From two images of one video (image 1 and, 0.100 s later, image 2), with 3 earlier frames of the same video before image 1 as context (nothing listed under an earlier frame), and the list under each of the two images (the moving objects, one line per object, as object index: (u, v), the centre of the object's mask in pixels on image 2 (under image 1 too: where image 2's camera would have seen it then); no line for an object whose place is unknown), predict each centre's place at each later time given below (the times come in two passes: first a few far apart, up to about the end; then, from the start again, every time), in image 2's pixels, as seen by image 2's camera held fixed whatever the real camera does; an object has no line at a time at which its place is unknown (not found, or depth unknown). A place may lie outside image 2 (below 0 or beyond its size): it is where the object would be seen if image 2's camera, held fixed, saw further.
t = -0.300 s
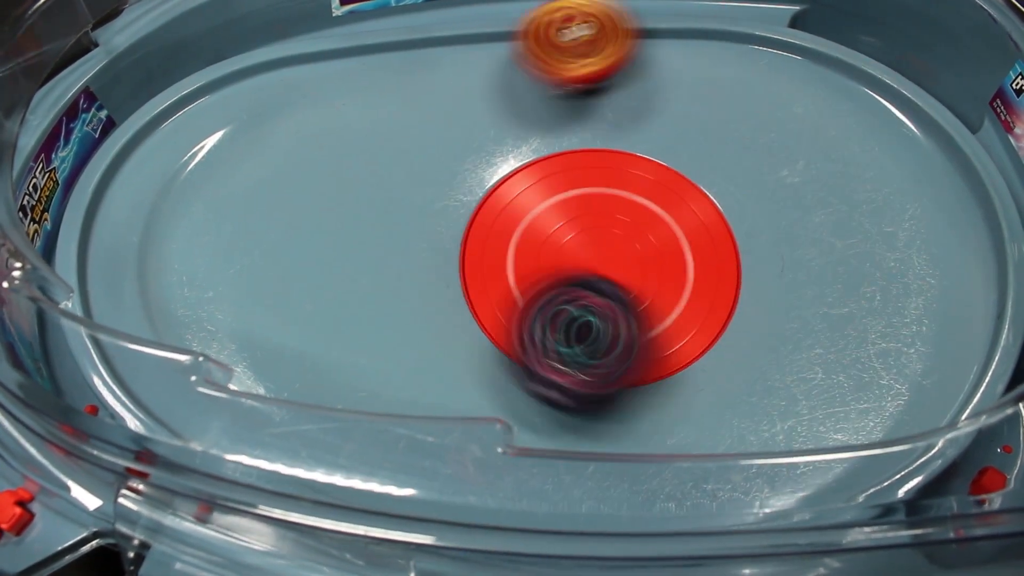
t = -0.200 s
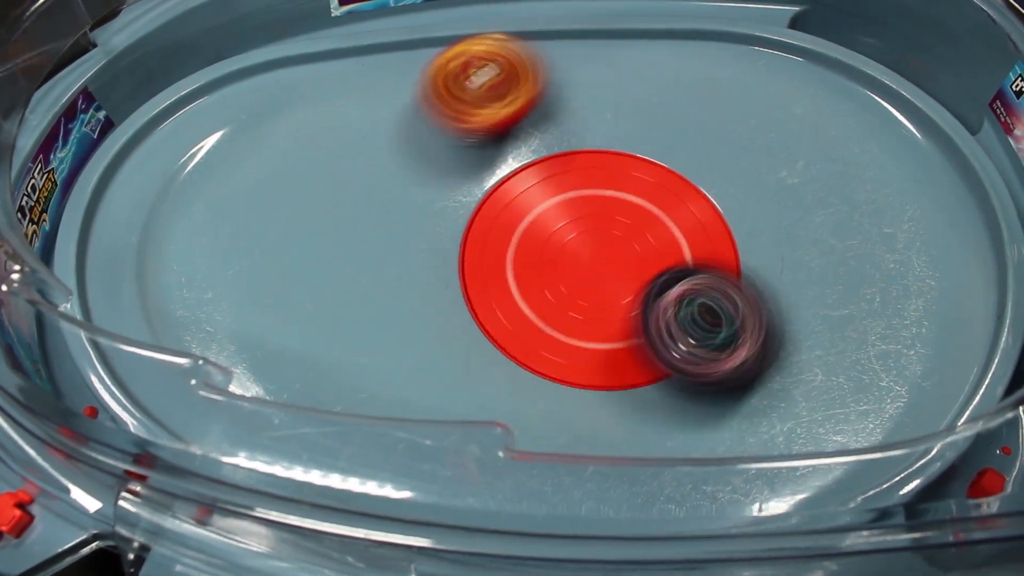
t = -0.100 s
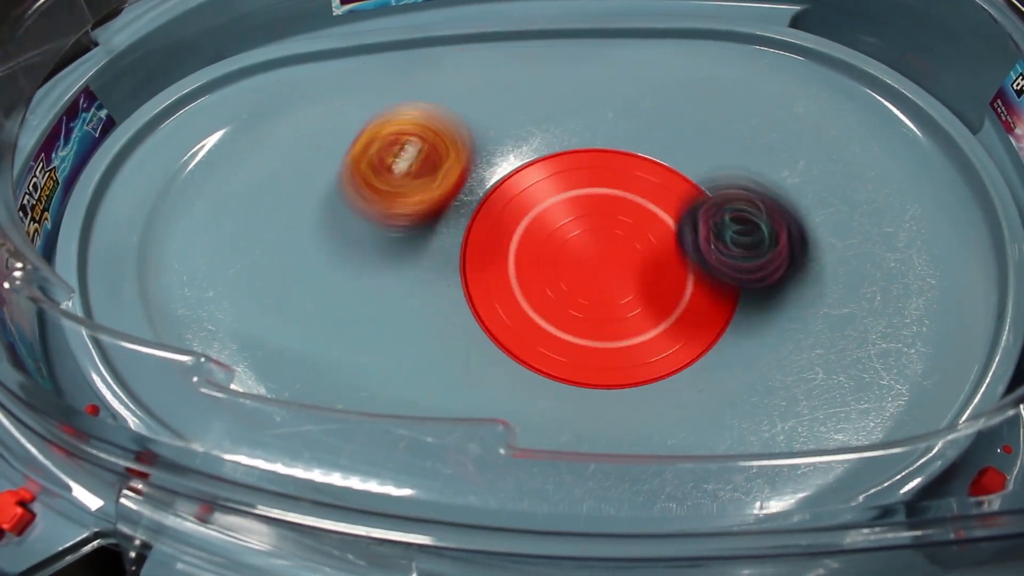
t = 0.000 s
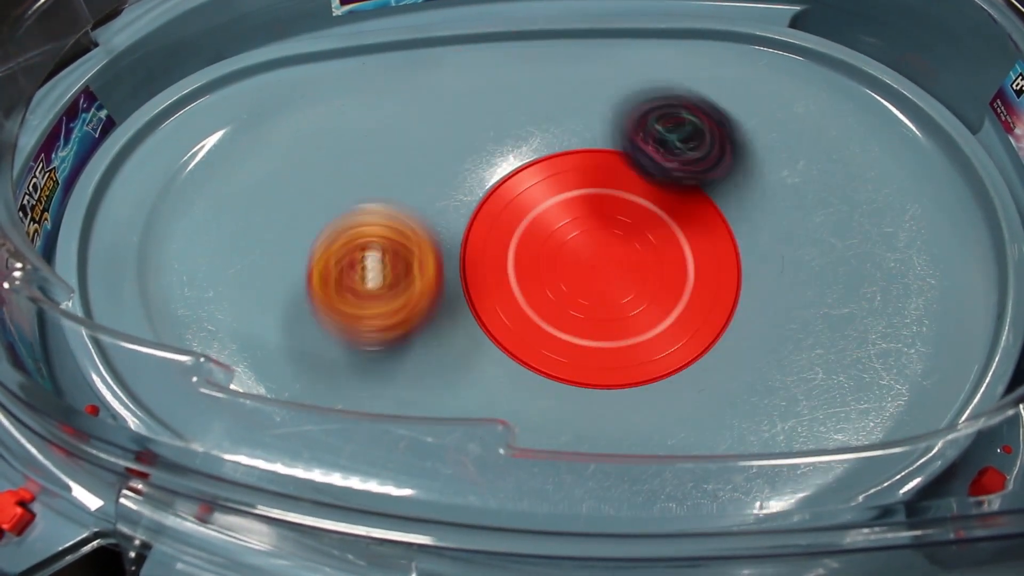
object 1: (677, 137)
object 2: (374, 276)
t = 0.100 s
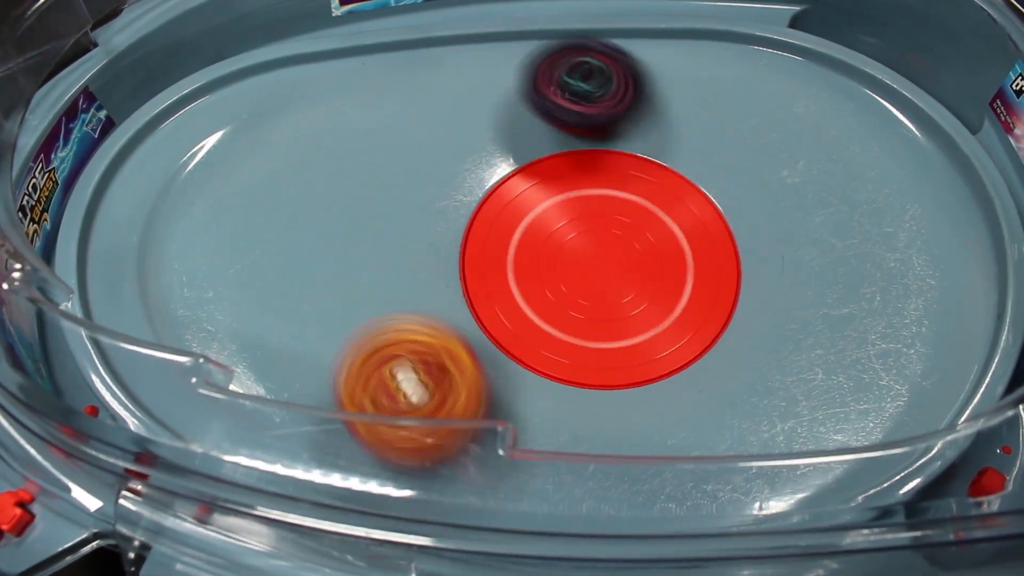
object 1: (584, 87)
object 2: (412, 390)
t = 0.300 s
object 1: (537, 95)
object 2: (624, 465)
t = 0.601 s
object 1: (589, 257)
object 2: (829, 218)
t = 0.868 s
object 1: (737, 297)
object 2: (714, 30)
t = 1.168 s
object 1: (607, 123)
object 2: (485, 121)
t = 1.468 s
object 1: (563, 348)
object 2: (414, 456)
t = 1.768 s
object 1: (746, 123)
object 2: (706, 358)
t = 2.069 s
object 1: (610, 46)
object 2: (733, 119)
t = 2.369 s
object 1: (392, 60)
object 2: (660, 152)
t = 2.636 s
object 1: (330, 44)
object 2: (425, 334)
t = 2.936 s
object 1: (349, 51)
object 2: (783, 440)
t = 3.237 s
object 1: (423, 84)
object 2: (922, 189)
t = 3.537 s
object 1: (673, 204)
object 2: (715, 45)
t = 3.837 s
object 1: (737, 259)
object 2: (466, 66)
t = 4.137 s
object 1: (573, 120)
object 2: (320, 219)
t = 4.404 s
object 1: (511, 289)
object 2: (423, 399)
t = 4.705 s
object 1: (725, 271)
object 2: (706, 406)
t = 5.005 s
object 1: (622, 39)
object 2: (828, 180)
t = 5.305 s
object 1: (656, 47)
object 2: (786, 52)
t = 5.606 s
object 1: (647, 71)
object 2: (825, 88)
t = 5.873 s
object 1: (660, 212)
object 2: (882, 144)
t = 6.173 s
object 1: (678, 342)
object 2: (869, 246)
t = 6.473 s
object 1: (642, 155)
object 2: (954, 303)
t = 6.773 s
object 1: (513, 181)
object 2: (849, 247)
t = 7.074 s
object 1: (706, 407)
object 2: (561, 138)
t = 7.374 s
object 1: (704, 342)
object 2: (254, 231)
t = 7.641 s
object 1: (578, 95)
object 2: (196, 337)
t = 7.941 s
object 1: (572, 43)
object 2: (373, 374)
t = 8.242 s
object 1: (601, 44)
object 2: (747, 277)
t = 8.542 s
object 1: (645, 77)
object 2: (804, 49)
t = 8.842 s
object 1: (718, 291)
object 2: (687, 44)
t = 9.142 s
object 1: (747, 262)
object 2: (498, 190)
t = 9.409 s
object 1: (595, 123)
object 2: (505, 478)
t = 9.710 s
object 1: (554, 338)
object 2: (764, 327)
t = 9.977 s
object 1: (774, 380)
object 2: (766, 101)
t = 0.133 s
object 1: (562, 79)
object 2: (436, 423)
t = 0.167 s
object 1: (546, 75)
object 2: (467, 452)
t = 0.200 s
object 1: (535, 75)
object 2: (502, 473)
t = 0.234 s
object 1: (529, 79)
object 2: (542, 476)
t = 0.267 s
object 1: (530, 86)
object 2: (586, 468)
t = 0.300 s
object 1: (537, 95)
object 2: (624, 465)
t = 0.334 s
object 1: (549, 105)
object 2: (662, 448)
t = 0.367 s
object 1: (568, 118)
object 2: (698, 430)
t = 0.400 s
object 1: (587, 134)
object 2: (731, 403)
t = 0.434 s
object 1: (604, 153)
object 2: (761, 384)
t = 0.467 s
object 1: (613, 174)
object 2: (785, 356)
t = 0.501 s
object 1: (615, 196)
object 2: (804, 324)
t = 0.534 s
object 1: (609, 220)
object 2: (818, 289)
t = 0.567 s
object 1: (598, 237)
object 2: (826, 254)
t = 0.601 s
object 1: (589, 257)
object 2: (829, 218)
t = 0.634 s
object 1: (590, 279)
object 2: (827, 186)
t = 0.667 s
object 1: (601, 302)
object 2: (819, 155)
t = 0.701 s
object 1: (620, 322)
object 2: (808, 124)
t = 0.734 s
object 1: (646, 336)
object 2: (793, 97)
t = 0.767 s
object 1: (673, 338)
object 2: (776, 74)
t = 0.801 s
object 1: (704, 331)
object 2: (757, 53)
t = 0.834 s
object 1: (725, 314)
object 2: (737, 37)
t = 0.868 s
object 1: (737, 297)
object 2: (714, 30)
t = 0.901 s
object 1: (745, 279)
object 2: (688, 28)
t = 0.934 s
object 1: (747, 261)
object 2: (660, 33)
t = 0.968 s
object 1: (746, 243)
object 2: (633, 34)
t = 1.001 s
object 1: (738, 220)
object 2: (606, 40)
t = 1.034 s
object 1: (724, 196)
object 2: (580, 46)
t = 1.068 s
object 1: (705, 172)
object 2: (556, 59)
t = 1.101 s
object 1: (679, 146)
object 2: (532, 75)
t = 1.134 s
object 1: (648, 126)
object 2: (509, 96)
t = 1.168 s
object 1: (607, 123)
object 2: (485, 121)
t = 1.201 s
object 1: (575, 126)
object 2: (449, 157)
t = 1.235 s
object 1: (546, 132)
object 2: (417, 199)
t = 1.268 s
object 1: (517, 148)
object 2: (396, 241)
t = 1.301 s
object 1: (493, 171)
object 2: (384, 284)
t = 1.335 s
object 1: (474, 202)
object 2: (378, 325)
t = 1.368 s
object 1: (467, 245)
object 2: (378, 364)
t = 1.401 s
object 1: (481, 286)
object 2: (382, 405)
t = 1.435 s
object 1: (512, 323)
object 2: (393, 444)
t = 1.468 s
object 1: (563, 348)
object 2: (414, 456)
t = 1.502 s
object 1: (617, 359)
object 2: (440, 466)
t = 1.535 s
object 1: (672, 348)
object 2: (478, 466)
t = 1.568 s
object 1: (719, 325)
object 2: (513, 463)
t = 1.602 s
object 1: (750, 287)
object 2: (547, 456)
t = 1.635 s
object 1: (764, 245)
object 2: (580, 443)
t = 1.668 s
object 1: (767, 207)
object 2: (611, 425)
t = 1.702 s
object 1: (762, 172)
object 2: (642, 407)
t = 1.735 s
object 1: (755, 146)
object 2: (674, 386)
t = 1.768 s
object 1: (746, 123)
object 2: (706, 358)
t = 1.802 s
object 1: (737, 104)
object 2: (736, 322)
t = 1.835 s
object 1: (729, 91)
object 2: (759, 276)
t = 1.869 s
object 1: (722, 82)
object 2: (768, 221)
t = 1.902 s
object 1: (716, 75)
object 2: (765, 173)
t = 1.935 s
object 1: (692, 42)
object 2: (769, 160)
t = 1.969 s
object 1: (662, 25)
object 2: (769, 153)
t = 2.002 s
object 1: (641, 33)
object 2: (762, 145)
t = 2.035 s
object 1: (624, 39)
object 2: (750, 132)
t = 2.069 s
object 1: (610, 46)
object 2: (733, 119)
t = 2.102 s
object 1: (597, 53)
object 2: (710, 108)
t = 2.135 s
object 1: (571, 56)
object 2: (706, 108)
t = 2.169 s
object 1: (534, 50)
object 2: (713, 114)
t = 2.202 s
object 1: (500, 44)
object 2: (717, 119)
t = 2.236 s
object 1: (468, 38)
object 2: (716, 123)
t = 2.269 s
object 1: (443, 36)
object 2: (711, 128)
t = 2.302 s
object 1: (425, 45)
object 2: (701, 134)
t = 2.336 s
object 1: (408, 52)
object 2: (683, 142)
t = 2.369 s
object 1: (392, 60)
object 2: (660, 152)
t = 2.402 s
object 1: (377, 65)
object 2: (631, 160)
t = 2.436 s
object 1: (363, 67)
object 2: (592, 172)
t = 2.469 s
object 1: (351, 68)
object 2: (548, 184)
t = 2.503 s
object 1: (341, 64)
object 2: (499, 206)
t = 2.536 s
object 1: (335, 59)
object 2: (459, 230)
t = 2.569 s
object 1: (334, 53)
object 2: (436, 260)
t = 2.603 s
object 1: (332, 47)
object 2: (426, 295)
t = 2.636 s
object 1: (330, 44)
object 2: (425, 334)
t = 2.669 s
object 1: (329, 45)
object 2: (435, 375)
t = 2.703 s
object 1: (335, 49)
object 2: (455, 418)
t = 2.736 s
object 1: (339, 49)
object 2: (488, 464)
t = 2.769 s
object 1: (341, 49)
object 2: (532, 480)
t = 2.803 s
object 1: (342, 49)
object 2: (580, 496)
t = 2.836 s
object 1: (343, 49)
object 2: (636, 502)
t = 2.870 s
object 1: (345, 49)
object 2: (684, 491)
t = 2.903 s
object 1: (346, 49)
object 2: (740, 474)
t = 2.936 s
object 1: (349, 51)
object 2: (783, 440)
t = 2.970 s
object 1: (354, 54)
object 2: (820, 400)
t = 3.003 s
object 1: (362, 57)
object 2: (853, 377)
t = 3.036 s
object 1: (370, 60)
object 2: (878, 349)
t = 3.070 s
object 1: (375, 63)
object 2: (895, 321)
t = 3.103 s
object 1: (383, 67)
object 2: (907, 294)
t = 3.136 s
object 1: (391, 71)
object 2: (915, 267)
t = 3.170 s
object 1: (401, 75)
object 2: (921, 240)
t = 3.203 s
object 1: (412, 79)
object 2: (923, 214)
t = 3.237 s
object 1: (423, 84)
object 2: (922, 189)
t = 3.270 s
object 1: (436, 88)
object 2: (918, 164)
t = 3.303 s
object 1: (452, 94)
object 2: (911, 141)
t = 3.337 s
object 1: (470, 101)
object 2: (901, 116)
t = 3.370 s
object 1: (492, 109)
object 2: (870, 98)
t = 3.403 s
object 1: (523, 118)
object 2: (835, 83)
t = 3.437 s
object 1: (568, 136)
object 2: (804, 71)
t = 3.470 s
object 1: (608, 157)
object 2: (774, 60)
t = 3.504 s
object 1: (645, 182)
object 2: (745, 52)
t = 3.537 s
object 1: (673, 204)
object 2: (715, 45)
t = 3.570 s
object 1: (698, 222)
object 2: (686, 41)
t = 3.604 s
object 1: (719, 236)
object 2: (655, 39)
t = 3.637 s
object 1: (737, 245)
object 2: (626, 38)
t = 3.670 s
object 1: (751, 250)
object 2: (598, 39)
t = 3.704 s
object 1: (760, 249)
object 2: (570, 40)
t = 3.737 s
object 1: (762, 250)
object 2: (543, 43)
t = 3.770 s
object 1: (759, 253)
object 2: (516, 49)
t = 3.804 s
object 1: (750, 257)
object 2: (490, 57)
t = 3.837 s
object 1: (737, 259)
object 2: (466, 66)
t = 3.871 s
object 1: (723, 257)
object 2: (442, 76)
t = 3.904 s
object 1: (709, 248)
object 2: (420, 89)
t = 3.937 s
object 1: (695, 236)
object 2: (399, 102)
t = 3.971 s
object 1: (681, 219)
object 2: (380, 118)
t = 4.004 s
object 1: (668, 200)
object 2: (363, 135)
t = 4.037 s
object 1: (650, 176)
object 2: (347, 153)
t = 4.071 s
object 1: (627, 154)
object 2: (334, 174)
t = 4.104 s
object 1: (599, 134)
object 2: (325, 196)
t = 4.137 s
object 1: (573, 120)
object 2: (320, 219)
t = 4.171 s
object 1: (549, 116)
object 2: (317, 244)
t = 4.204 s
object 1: (533, 124)
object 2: (320, 267)
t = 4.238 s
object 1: (521, 136)
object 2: (327, 291)
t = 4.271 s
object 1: (511, 153)
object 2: (337, 315)
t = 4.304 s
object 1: (501, 176)
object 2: (352, 339)
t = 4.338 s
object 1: (495, 207)
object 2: (372, 357)
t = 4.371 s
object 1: (499, 247)
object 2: (395, 381)
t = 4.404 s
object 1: (511, 289)
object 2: (423, 399)
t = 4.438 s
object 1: (541, 324)
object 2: (450, 416)
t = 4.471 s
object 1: (582, 345)
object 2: (471, 449)
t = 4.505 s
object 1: (626, 350)
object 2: (497, 473)
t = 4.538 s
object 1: (668, 345)
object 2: (528, 480)
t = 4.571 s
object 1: (699, 332)
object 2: (567, 479)
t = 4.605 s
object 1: (718, 316)
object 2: (608, 465)
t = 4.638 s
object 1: (725, 299)
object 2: (644, 451)
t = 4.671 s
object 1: (727, 286)
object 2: (677, 433)
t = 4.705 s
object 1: (725, 271)
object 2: (706, 406)
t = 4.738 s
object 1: (722, 252)
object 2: (733, 393)
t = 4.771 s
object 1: (716, 221)
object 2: (756, 373)
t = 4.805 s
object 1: (707, 188)
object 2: (777, 347)
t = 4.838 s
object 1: (692, 153)
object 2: (794, 319)
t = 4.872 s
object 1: (672, 120)
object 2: (808, 289)
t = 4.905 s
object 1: (655, 97)
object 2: (818, 259)
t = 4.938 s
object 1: (641, 75)
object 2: (824, 233)
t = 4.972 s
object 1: (629, 55)
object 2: (828, 206)
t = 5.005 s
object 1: (622, 39)
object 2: (828, 180)
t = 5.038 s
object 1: (620, 29)
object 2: (827, 158)
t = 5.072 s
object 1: (621, 23)
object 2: (825, 135)
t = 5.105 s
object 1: (625, 28)
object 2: (819, 113)
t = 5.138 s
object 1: (633, 33)
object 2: (813, 93)
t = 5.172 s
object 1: (643, 36)
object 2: (806, 73)
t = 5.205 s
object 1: (653, 39)
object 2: (797, 56)
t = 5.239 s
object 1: (663, 42)
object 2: (788, 43)
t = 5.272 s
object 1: (664, 45)
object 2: (783, 44)
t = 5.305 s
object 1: (656, 47)
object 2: (786, 52)
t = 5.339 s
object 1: (651, 49)
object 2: (786, 62)
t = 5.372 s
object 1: (649, 52)
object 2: (786, 67)
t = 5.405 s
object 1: (648, 54)
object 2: (785, 70)
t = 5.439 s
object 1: (647, 56)
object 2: (786, 73)
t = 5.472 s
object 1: (647, 58)
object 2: (790, 76)
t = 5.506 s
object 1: (647, 60)
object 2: (796, 77)
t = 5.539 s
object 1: (647, 62)
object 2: (804, 80)
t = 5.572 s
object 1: (647, 66)
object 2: (815, 84)
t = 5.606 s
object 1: (647, 71)
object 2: (825, 88)
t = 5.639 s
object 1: (649, 77)
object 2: (836, 94)
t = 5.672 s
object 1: (650, 84)
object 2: (845, 99)
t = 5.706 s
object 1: (654, 94)
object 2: (854, 106)
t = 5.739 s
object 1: (658, 106)
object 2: (863, 113)
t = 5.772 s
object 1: (664, 126)
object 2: (870, 120)
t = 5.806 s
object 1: (671, 155)
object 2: (875, 128)
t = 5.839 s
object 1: (670, 183)
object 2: (880, 136)
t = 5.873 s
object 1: (660, 212)
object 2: (882, 144)
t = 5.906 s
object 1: (642, 234)
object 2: (884, 153)
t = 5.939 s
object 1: (625, 251)
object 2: (886, 163)
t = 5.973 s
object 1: (611, 267)
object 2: (886, 174)
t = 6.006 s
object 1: (605, 282)
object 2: (884, 185)
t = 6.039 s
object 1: (607, 299)
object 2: (883, 197)
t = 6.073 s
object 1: (616, 315)
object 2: (881, 210)
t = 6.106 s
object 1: (632, 328)
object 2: (878, 222)
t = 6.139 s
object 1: (653, 339)
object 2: (874, 234)
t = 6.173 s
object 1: (678, 342)
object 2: (869, 246)
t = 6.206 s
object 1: (701, 336)
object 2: (863, 258)
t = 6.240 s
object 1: (732, 324)
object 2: (857, 272)
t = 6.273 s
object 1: (743, 306)
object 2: (857, 282)
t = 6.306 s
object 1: (733, 288)
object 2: (880, 286)
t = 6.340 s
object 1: (717, 268)
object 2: (900, 297)
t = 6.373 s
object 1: (700, 240)
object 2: (921, 303)
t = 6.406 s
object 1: (685, 214)
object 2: (934, 307)
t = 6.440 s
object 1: (666, 183)
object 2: (946, 308)
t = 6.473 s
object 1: (642, 155)
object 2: (954, 303)
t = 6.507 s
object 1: (617, 131)
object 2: (954, 291)
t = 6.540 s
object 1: (590, 113)
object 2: (951, 273)
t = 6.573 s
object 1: (568, 107)
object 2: (944, 259)
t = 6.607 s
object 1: (550, 108)
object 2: (934, 250)
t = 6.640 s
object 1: (537, 115)
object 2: (921, 247)
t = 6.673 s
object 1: (528, 127)
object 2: (904, 246)
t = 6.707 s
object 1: (523, 140)
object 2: (886, 247)
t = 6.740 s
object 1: (517, 159)
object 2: (867, 247)
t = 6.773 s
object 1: (513, 181)
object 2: (849, 247)
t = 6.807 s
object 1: (510, 217)
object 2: (827, 247)
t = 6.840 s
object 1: (516, 254)
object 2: (807, 245)
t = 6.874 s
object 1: (528, 295)
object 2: (785, 241)
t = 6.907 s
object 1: (551, 336)
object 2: (757, 235)
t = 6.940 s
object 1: (584, 369)
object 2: (729, 225)
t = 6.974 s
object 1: (620, 392)
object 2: (694, 206)
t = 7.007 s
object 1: (655, 403)
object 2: (656, 184)
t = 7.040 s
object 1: (685, 407)
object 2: (611, 158)
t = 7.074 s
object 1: (706, 407)
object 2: (561, 138)
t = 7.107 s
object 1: (720, 405)
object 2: (514, 124)
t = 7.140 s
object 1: (727, 401)
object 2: (474, 125)
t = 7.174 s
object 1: (729, 395)
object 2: (440, 132)
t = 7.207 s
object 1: (730, 389)
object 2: (406, 145)
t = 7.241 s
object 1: (729, 379)
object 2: (370, 160)
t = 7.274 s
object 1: (727, 371)
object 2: (336, 178)
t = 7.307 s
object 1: (722, 361)
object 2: (306, 195)
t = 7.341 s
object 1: (716, 352)
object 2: (277, 214)
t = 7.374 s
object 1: (704, 342)
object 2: (254, 231)
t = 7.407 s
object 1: (685, 326)
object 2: (231, 249)
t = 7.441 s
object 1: (667, 304)
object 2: (211, 266)
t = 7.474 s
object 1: (654, 277)
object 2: (192, 280)
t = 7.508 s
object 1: (647, 242)
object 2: (175, 289)
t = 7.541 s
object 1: (641, 199)
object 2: (161, 296)
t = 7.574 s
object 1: (623, 153)
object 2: (162, 301)
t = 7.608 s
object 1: (598, 117)
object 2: (167, 324)
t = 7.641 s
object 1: (578, 95)
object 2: (196, 337)
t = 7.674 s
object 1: (562, 73)
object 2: (223, 346)
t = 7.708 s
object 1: (552, 59)
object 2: (245, 353)
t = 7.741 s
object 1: (545, 44)
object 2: (259, 359)
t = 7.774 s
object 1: (541, 34)
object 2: (269, 363)
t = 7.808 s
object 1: (540, 29)
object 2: (282, 367)
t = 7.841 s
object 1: (547, 34)
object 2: (303, 371)
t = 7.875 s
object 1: (555, 38)
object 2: (323, 374)
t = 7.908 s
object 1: (564, 41)
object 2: (348, 374)
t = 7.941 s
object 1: (572, 43)
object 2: (373, 374)
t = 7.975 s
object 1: (578, 44)
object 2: (400, 373)
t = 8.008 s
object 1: (583, 44)
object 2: (428, 372)
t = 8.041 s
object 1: (586, 43)
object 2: (457, 367)
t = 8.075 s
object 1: (588, 43)
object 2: (491, 361)
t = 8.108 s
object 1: (591, 42)
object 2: (530, 355)
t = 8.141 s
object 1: (592, 42)
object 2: (580, 349)
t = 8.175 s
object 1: (595, 43)
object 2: (634, 334)
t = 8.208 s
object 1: (598, 43)
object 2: (692, 313)
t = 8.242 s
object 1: (601, 44)
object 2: (747, 277)
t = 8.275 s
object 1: (603, 45)
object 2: (783, 233)
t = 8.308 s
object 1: (606, 46)
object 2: (809, 195)
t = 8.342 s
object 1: (609, 48)
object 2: (824, 161)
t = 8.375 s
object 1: (613, 51)
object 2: (834, 132)
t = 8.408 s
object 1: (617, 54)
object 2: (840, 105)
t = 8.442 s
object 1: (623, 58)
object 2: (844, 79)
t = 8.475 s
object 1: (629, 63)
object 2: (840, 58)
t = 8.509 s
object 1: (636, 69)
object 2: (822, 54)
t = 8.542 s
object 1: (645, 77)
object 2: (804, 49)
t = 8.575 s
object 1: (657, 87)
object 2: (788, 45)
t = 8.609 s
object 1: (669, 101)
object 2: (776, 40)
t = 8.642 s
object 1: (681, 121)
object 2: (763, 39)
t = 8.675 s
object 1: (698, 153)
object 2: (749, 38)
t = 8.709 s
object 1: (713, 188)
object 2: (738, 38)
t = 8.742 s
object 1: (723, 218)
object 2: (725, 37)
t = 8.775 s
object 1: (725, 250)
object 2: (713, 38)
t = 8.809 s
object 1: (722, 272)
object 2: (700, 41)
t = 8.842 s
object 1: (718, 291)
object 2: (687, 44)
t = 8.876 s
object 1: (713, 303)
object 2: (674, 50)
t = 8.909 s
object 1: (709, 309)
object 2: (660, 58)
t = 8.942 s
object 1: (707, 311)
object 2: (647, 66)
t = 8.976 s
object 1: (709, 312)
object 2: (631, 77)
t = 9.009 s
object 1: (714, 310)
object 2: (614, 91)
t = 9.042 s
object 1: (722, 305)
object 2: (593, 107)
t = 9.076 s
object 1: (732, 294)
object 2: (566, 129)
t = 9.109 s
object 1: (740, 282)
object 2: (534, 155)
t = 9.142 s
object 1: (747, 262)
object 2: (498, 190)
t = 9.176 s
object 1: (748, 240)
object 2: (464, 236)
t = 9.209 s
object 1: (744, 217)
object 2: (443, 281)
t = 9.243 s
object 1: (734, 199)
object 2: (434, 327)
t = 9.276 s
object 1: (718, 180)
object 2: (435, 368)
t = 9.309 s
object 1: (695, 163)
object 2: (446, 403)
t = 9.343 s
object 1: (666, 148)
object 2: (463, 438)
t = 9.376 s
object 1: (634, 134)
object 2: (480, 468)
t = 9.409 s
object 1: (595, 123)
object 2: (505, 478)
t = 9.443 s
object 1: (560, 120)
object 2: (538, 482)
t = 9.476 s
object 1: (530, 127)
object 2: (575, 478)
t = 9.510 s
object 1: (512, 140)
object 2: (612, 460)
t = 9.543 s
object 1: (496, 162)
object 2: (645, 441)
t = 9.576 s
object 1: (489, 185)
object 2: (672, 422)
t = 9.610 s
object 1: (484, 220)
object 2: (697, 404)
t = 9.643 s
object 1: (490, 259)
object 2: (722, 383)
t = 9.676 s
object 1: (510, 305)
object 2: (744, 358)
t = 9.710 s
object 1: (554, 338)
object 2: (764, 327)
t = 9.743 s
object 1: (600, 357)
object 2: (780, 295)
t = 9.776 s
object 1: (644, 367)
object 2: (790, 261)
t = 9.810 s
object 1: (680, 371)
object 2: (793, 228)
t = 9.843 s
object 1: (711, 372)
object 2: (792, 197)
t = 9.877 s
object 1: (733, 375)
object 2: (788, 169)
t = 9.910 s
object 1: (751, 377)
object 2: (781, 143)
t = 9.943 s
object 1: (763, 379)
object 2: (775, 120)
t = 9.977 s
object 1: (774, 380)
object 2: (766, 101)
